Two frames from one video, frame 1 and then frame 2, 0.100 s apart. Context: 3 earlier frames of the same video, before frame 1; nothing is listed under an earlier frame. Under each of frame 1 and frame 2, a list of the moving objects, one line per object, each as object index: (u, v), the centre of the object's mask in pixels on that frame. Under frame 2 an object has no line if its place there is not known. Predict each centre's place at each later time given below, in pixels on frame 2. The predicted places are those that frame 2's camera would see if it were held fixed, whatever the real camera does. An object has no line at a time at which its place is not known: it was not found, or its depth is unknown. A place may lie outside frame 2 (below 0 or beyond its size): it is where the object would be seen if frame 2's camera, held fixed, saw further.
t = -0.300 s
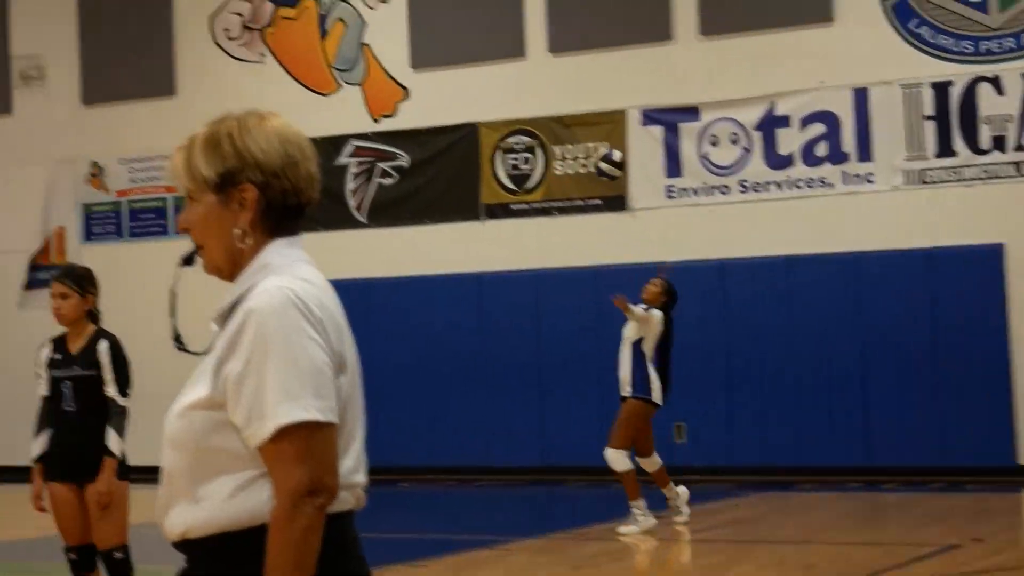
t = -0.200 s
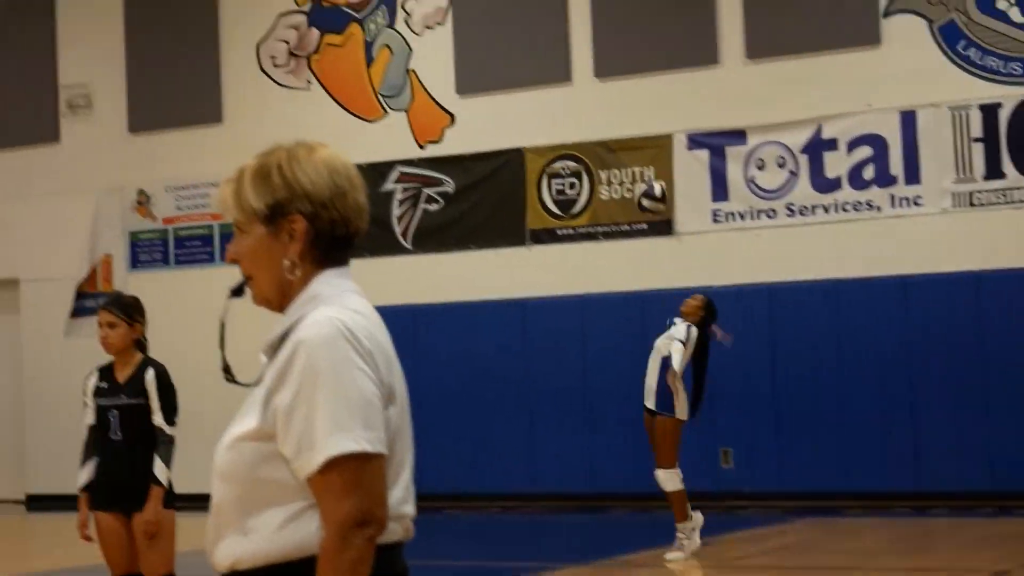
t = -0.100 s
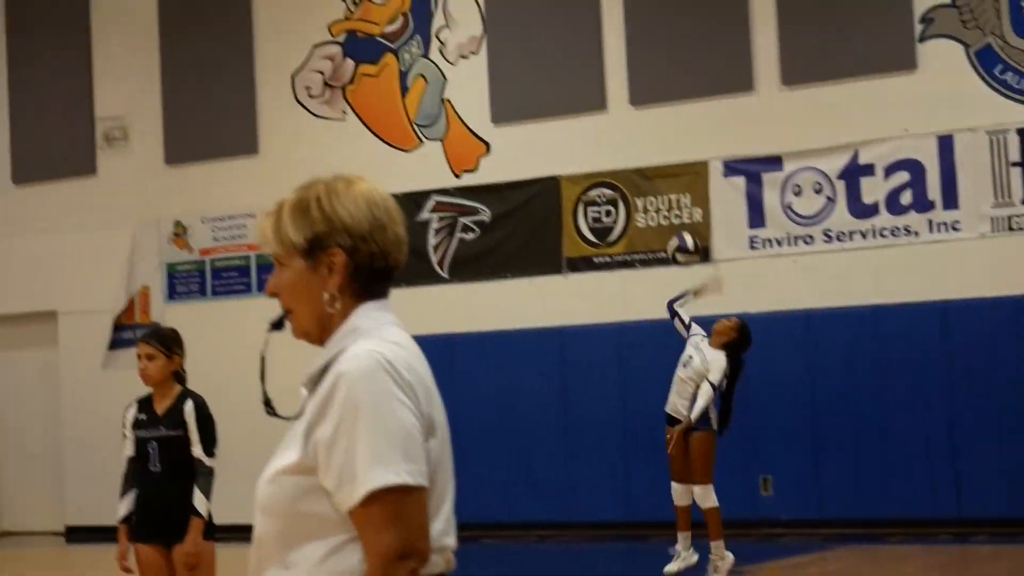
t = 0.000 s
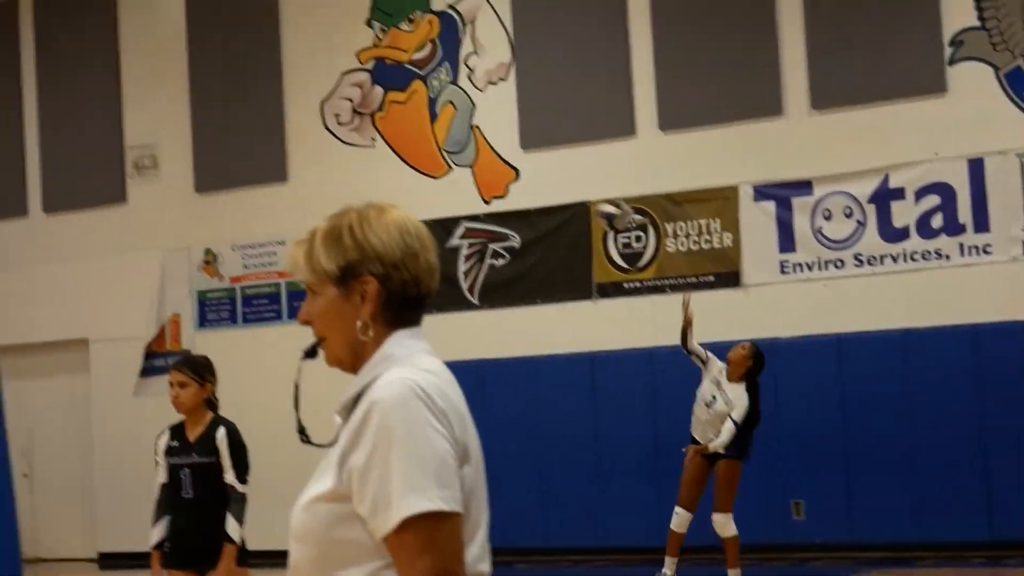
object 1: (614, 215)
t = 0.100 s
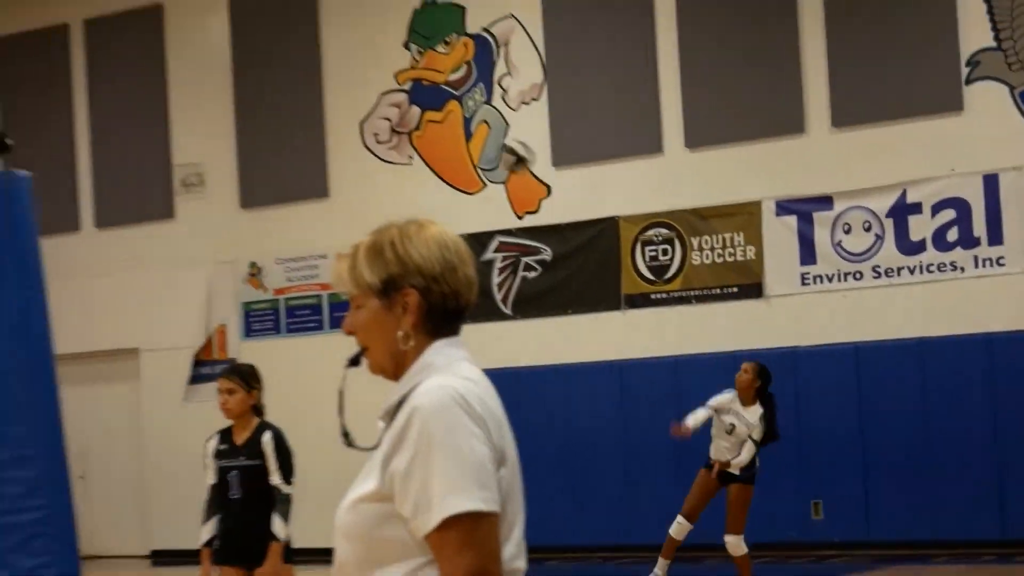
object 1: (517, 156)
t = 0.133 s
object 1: (476, 136)
